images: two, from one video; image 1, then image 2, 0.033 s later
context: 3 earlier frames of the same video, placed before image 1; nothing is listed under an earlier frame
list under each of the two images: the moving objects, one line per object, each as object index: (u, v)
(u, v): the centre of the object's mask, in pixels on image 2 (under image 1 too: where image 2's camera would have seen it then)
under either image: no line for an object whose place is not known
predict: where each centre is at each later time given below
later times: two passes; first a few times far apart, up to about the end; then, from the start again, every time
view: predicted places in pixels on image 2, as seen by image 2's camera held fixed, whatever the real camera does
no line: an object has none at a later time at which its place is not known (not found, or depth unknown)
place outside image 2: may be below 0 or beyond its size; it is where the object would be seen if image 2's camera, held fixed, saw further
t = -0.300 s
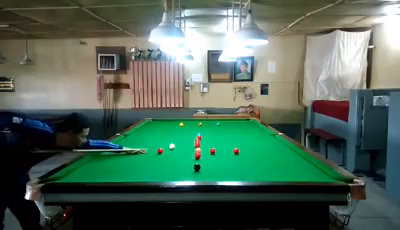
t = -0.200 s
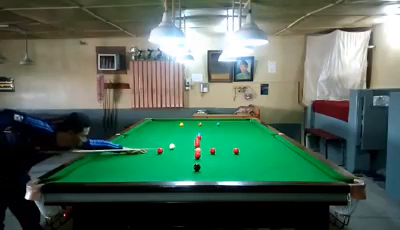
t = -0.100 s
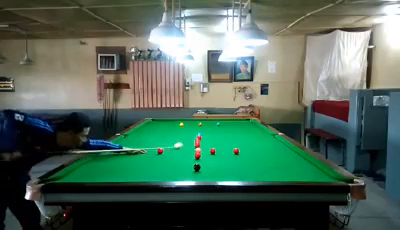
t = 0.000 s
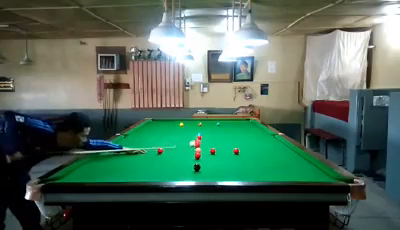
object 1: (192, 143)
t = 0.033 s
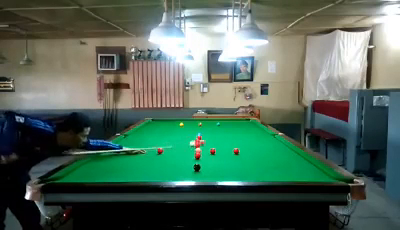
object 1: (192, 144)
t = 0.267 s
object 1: (188, 143)
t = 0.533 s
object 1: (183, 143)
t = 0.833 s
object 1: (178, 143)
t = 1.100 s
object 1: (175, 144)
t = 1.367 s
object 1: (172, 144)
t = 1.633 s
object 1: (170, 144)
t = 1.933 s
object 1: (169, 144)
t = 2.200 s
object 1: (169, 144)
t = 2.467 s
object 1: (169, 144)
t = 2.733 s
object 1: (169, 144)
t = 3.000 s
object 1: (169, 144)
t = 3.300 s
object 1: (169, 144)
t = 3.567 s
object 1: (169, 144)
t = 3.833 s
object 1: (169, 144)
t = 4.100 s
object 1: (169, 144)
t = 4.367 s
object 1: (169, 144)
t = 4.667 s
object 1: (169, 144)
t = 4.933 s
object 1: (169, 144)
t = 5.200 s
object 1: (169, 144)
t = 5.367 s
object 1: (169, 144)
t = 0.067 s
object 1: (191, 143)
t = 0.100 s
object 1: (191, 143)
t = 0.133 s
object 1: (190, 143)
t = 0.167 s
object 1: (189, 143)
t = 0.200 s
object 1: (189, 143)
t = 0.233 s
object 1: (188, 143)
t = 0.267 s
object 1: (188, 143)
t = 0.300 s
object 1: (187, 143)
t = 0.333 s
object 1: (186, 143)
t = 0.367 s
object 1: (186, 143)
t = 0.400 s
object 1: (185, 143)
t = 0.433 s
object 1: (185, 143)
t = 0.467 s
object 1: (184, 143)
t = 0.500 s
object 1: (183, 143)
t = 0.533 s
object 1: (183, 143)
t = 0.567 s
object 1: (182, 143)
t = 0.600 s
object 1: (182, 144)
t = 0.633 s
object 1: (181, 143)
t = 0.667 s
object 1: (181, 144)
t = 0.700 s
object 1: (180, 144)
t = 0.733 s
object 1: (180, 143)
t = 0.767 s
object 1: (179, 143)
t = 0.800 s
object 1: (179, 143)
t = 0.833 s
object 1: (178, 143)
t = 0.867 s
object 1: (178, 143)
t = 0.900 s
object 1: (178, 143)
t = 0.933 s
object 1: (177, 143)
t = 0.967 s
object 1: (177, 144)
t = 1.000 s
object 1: (176, 143)
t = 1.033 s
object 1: (176, 144)
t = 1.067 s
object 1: (176, 144)
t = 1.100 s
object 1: (175, 144)
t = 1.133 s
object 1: (175, 144)
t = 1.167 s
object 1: (174, 144)
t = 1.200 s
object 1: (174, 144)
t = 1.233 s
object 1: (174, 144)
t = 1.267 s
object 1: (173, 144)
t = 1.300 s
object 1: (173, 144)
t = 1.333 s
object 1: (173, 144)
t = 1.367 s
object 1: (172, 144)
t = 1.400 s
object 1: (172, 144)
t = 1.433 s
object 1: (172, 144)
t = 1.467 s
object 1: (172, 144)
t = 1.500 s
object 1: (171, 144)
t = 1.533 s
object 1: (171, 144)
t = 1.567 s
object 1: (171, 144)
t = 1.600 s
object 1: (171, 144)
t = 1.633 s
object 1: (170, 144)
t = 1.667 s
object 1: (170, 144)
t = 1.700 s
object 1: (170, 144)
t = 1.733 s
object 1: (170, 144)
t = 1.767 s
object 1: (170, 144)
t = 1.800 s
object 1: (170, 144)
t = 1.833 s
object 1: (170, 144)
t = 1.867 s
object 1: (170, 144)
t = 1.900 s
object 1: (170, 144)
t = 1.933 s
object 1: (169, 144)
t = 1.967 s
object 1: (169, 144)
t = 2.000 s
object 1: (169, 144)
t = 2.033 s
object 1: (169, 144)
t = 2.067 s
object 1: (169, 144)
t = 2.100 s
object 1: (169, 144)
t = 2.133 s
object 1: (169, 144)
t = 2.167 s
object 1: (169, 144)
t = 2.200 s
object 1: (169, 144)
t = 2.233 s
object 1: (169, 144)
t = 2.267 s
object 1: (169, 144)
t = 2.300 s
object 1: (169, 144)
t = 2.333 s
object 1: (169, 144)
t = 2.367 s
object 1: (169, 144)
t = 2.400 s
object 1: (169, 144)
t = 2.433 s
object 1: (169, 144)
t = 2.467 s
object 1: (169, 144)
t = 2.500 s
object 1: (169, 144)
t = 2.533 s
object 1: (169, 144)
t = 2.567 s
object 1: (169, 144)
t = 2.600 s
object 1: (169, 144)
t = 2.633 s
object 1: (169, 144)
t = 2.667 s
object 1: (169, 144)
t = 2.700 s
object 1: (169, 144)
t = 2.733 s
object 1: (169, 144)
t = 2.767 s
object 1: (169, 144)
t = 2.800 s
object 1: (169, 144)
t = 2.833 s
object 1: (169, 144)
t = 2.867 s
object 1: (169, 144)
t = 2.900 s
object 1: (169, 144)
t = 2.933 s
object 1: (169, 144)
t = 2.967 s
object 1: (169, 144)
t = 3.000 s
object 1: (169, 144)
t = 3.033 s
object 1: (169, 144)
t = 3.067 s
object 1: (169, 144)
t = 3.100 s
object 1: (169, 144)
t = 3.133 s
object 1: (169, 144)
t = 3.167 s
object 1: (169, 144)
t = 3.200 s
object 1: (169, 144)
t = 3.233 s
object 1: (169, 144)
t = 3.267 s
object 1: (169, 144)
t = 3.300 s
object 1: (169, 144)
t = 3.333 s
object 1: (169, 144)
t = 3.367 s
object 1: (169, 144)
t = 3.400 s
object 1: (169, 144)
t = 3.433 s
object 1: (169, 144)
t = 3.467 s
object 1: (169, 144)
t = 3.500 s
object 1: (169, 144)
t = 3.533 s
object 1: (169, 144)
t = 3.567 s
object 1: (169, 144)
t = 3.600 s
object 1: (169, 144)
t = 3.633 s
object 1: (169, 144)
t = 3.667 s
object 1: (169, 144)
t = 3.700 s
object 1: (169, 144)
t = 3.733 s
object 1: (169, 144)
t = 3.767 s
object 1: (169, 144)
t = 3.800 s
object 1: (169, 144)
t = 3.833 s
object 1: (169, 144)
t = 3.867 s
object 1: (169, 144)
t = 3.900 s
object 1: (169, 144)
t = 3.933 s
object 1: (169, 144)
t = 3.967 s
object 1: (169, 144)
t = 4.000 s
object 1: (169, 144)
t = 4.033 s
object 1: (169, 144)
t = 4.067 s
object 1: (169, 144)
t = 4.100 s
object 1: (169, 144)
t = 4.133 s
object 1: (169, 144)
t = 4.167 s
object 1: (169, 144)
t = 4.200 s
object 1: (169, 144)
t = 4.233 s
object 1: (169, 144)
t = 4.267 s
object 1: (169, 144)
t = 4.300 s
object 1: (169, 144)
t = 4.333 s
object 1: (169, 144)
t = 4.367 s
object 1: (169, 144)
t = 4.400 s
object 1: (169, 144)
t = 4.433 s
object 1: (169, 144)
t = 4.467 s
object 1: (169, 144)
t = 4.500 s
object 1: (169, 144)
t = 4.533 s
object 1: (169, 144)
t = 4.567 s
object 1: (169, 144)
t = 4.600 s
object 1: (169, 144)
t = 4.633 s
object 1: (169, 144)
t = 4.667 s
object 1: (169, 144)
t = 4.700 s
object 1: (169, 144)
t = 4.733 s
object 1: (169, 144)
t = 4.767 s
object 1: (169, 144)
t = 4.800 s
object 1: (169, 144)
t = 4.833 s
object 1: (169, 144)
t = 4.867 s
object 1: (169, 144)
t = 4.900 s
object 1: (169, 144)
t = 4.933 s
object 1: (169, 144)
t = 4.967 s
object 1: (169, 144)
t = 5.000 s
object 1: (169, 144)
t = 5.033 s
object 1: (169, 144)
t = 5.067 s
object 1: (169, 144)
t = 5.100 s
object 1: (169, 144)
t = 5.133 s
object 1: (169, 144)
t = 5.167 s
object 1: (169, 144)
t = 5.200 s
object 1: (169, 144)
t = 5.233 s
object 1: (169, 144)
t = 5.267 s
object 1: (169, 144)
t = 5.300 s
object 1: (169, 144)
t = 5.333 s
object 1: (169, 144)
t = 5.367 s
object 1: (169, 144)
